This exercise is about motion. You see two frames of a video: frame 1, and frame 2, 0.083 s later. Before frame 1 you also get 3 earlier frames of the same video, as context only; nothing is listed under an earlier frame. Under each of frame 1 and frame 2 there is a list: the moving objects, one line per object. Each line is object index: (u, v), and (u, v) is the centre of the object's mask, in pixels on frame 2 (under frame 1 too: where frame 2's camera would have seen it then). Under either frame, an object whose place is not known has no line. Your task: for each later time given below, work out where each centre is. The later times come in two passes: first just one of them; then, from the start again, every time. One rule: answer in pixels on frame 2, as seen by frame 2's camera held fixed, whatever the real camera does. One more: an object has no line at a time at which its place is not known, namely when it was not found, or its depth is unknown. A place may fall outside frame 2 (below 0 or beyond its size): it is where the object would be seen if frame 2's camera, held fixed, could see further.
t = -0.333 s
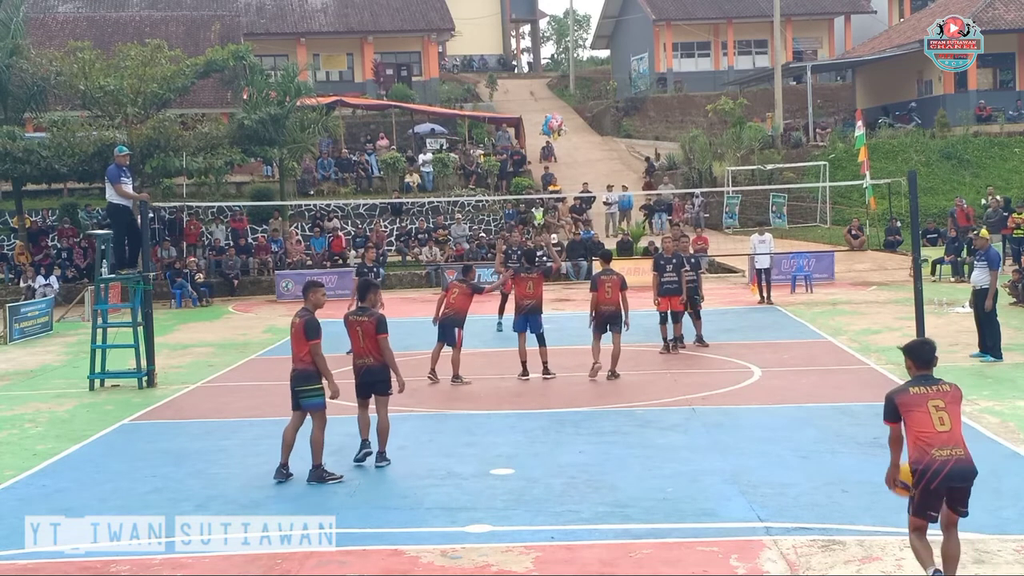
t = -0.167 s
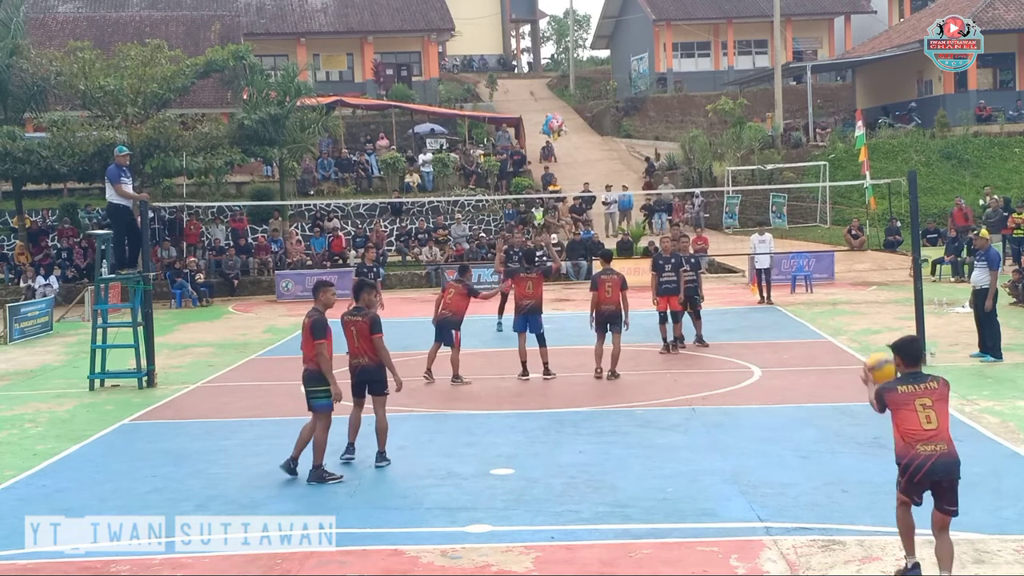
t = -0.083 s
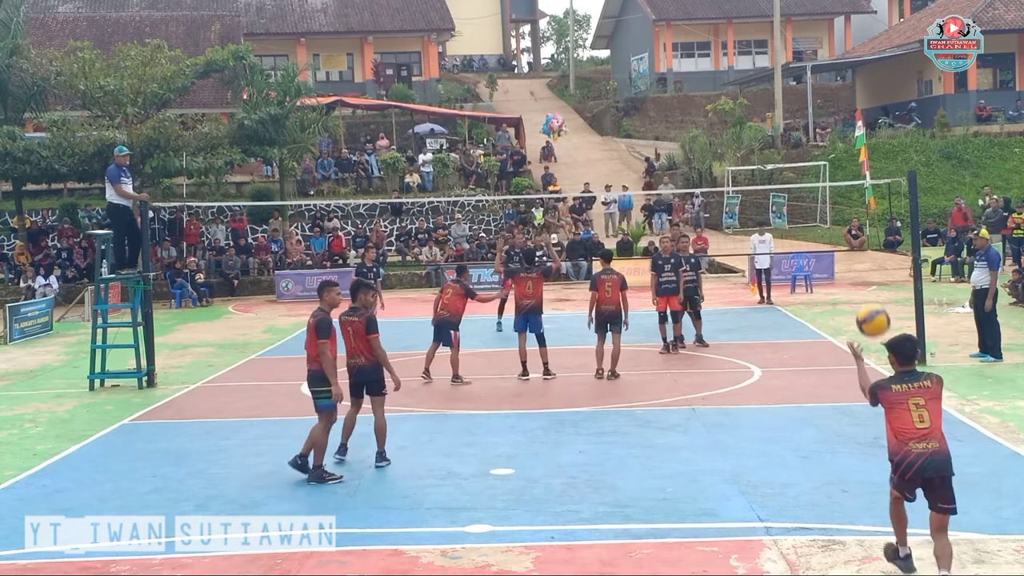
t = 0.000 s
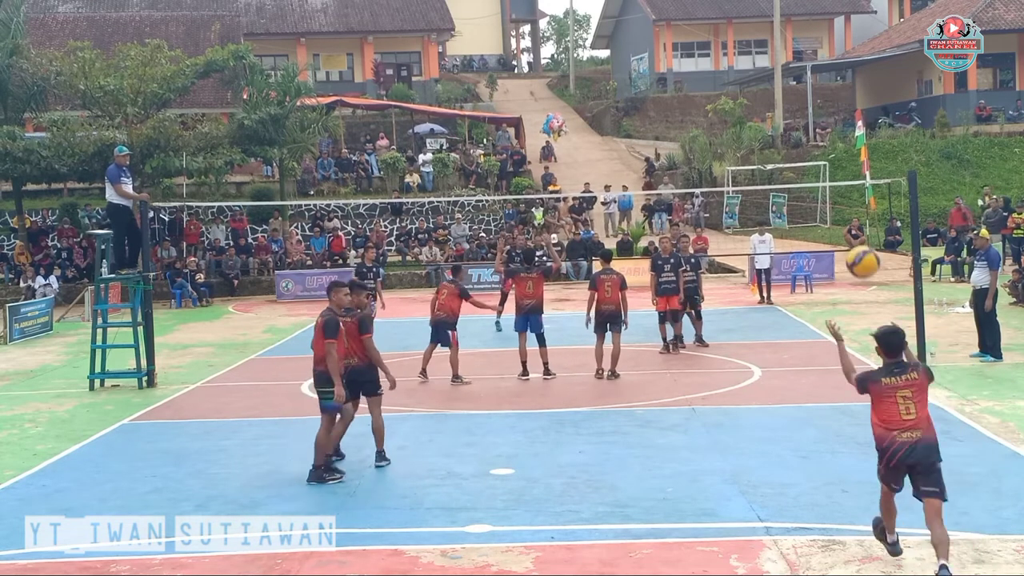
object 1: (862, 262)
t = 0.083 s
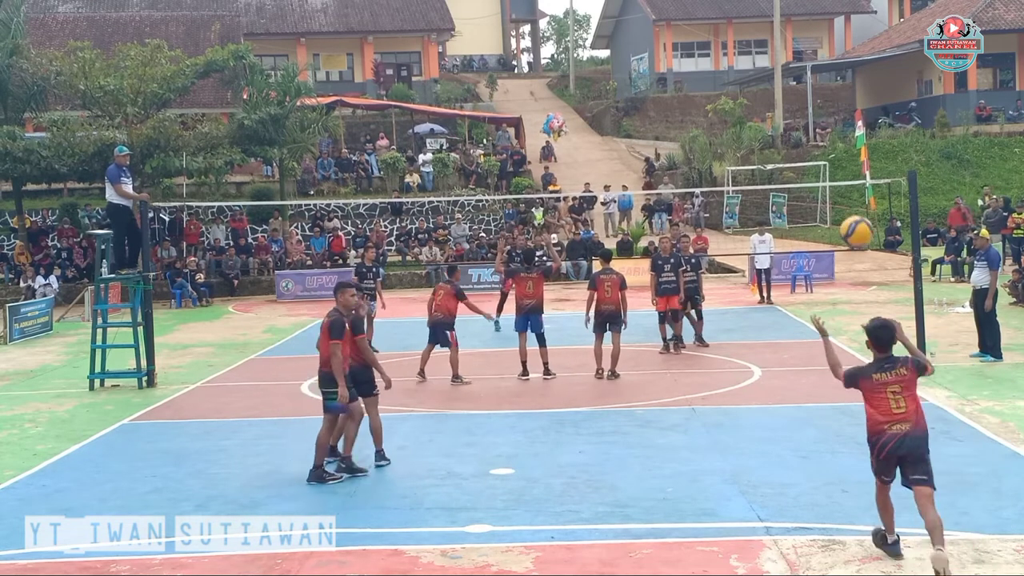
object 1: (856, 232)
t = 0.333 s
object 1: (834, 181)
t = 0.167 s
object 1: (847, 200)
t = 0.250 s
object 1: (842, 187)
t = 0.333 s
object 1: (834, 181)
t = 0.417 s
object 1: (829, 185)
